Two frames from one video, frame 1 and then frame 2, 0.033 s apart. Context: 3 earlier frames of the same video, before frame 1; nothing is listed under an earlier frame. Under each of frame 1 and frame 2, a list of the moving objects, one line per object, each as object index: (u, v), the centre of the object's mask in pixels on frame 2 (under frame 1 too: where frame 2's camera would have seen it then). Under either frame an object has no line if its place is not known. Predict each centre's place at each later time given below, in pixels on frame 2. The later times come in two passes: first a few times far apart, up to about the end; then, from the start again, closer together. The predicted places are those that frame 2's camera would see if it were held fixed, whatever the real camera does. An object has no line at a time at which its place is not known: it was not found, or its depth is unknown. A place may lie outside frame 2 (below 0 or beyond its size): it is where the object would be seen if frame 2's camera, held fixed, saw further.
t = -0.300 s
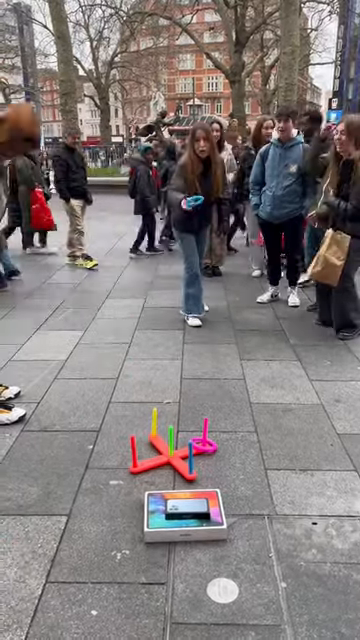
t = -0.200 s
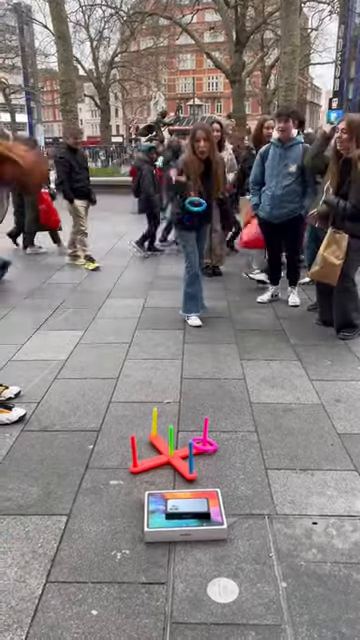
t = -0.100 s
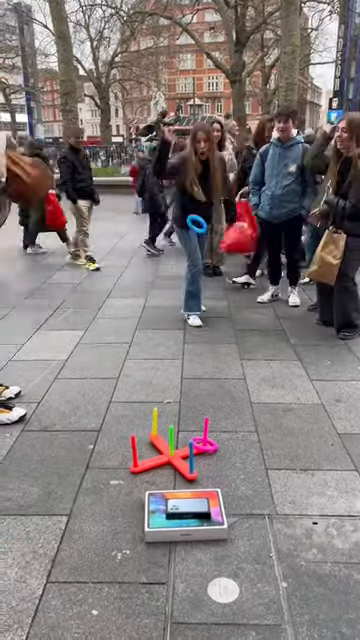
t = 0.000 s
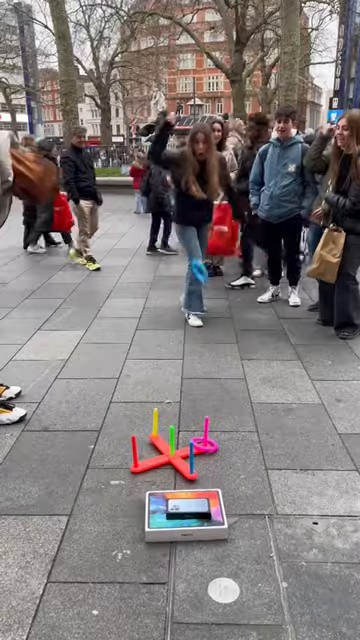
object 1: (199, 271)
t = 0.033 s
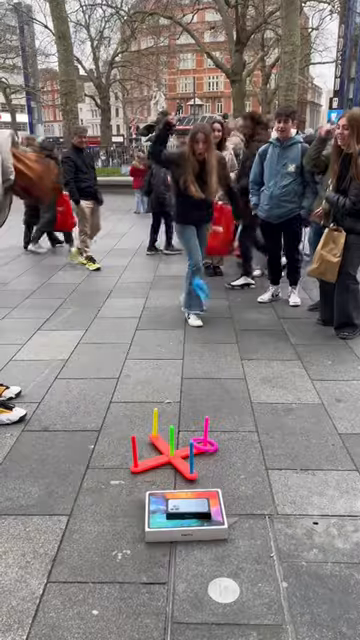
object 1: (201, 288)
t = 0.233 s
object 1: (217, 428)
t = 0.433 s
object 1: (239, 431)
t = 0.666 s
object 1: (253, 447)
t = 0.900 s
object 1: (266, 450)
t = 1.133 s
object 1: (270, 446)
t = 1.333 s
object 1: (265, 439)
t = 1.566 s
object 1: (260, 436)
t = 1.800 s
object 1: (251, 433)
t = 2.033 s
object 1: (241, 433)
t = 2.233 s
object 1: (235, 438)
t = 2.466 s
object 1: (231, 440)
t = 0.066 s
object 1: (201, 308)
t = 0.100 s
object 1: (203, 333)
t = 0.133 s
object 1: (205, 356)
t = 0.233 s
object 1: (217, 428)
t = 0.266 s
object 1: (218, 426)
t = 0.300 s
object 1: (221, 424)
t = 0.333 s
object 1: (225, 424)
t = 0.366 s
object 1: (231, 423)
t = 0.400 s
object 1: (238, 427)
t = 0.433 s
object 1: (239, 431)
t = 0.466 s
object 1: (241, 436)
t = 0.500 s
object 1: (248, 443)
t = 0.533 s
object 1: (249, 442)
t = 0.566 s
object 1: (250, 441)
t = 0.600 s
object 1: (251, 440)
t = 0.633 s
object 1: (251, 440)
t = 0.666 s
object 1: (253, 447)
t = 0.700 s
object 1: (254, 450)
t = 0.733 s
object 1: (255, 451)
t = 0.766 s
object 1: (256, 449)
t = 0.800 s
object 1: (259, 448)
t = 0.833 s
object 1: (260, 449)
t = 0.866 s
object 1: (263, 452)
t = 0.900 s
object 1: (266, 450)
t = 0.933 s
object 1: (267, 450)
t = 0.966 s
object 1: (267, 449)
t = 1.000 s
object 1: (269, 447)
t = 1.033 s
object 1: (268, 448)
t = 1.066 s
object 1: (269, 448)
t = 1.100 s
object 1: (269, 445)
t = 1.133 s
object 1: (270, 446)
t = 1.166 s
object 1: (270, 446)
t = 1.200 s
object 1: (271, 444)
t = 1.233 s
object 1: (269, 443)
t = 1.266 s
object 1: (267, 439)
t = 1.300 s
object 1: (266, 439)
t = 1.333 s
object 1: (265, 439)
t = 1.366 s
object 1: (265, 438)
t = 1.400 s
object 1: (265, 438)
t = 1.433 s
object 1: (264, 438)
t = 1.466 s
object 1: (263, 437)
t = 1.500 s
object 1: (261, 438)
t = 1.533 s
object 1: (261, 436)
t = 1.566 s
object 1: (260, 436)
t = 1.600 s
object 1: (259, 434)
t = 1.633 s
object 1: (258, 434)
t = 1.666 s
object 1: (253, 432)
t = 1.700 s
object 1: (252, 433)
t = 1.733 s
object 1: (252, 433)
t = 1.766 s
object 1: (252, 433)
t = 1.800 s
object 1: (251, 433)
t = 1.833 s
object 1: (244, 432)
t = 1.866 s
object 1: (243, 433)
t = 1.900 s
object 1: (246, 436)
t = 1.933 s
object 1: (243, 434)
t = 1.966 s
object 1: (243, 433)
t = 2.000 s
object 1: (242, 433)
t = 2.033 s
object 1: (241, 433)
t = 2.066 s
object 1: (240, 433)
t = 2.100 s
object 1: (240, 433)
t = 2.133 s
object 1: (238, 433)
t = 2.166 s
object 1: (235, 435)
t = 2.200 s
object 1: (236, 435)
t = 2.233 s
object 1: (235, 438)
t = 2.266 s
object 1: (234, 439)
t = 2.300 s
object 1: (234, 437)
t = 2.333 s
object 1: (233, 436)
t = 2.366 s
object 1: (233, 436)
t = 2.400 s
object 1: (233, 436)
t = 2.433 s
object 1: (231, 437)
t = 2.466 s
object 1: (231, 440)
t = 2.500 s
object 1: (231, 439)
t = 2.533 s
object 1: (231, 439)
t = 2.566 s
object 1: (231, 438)
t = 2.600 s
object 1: (230, 438)
